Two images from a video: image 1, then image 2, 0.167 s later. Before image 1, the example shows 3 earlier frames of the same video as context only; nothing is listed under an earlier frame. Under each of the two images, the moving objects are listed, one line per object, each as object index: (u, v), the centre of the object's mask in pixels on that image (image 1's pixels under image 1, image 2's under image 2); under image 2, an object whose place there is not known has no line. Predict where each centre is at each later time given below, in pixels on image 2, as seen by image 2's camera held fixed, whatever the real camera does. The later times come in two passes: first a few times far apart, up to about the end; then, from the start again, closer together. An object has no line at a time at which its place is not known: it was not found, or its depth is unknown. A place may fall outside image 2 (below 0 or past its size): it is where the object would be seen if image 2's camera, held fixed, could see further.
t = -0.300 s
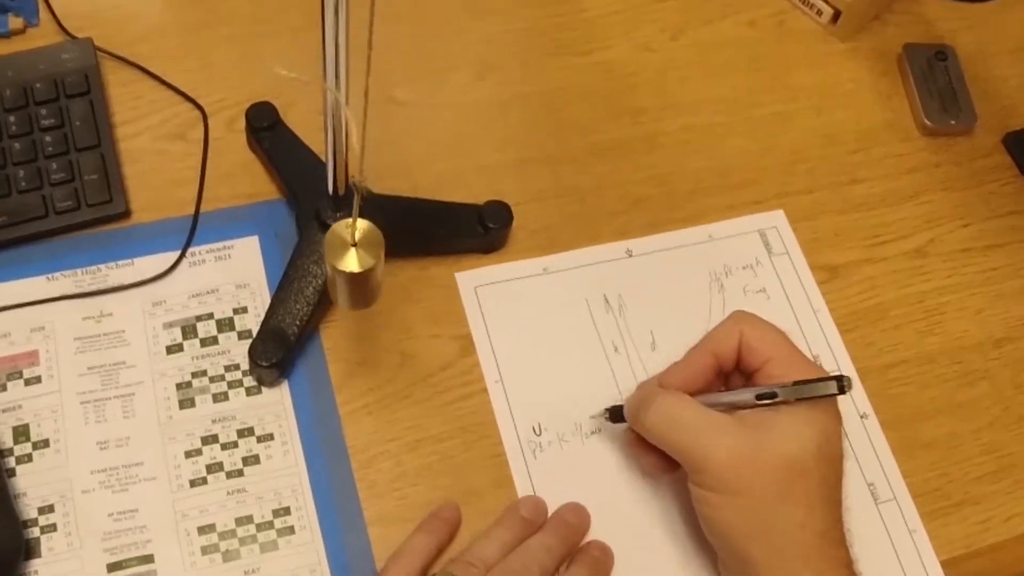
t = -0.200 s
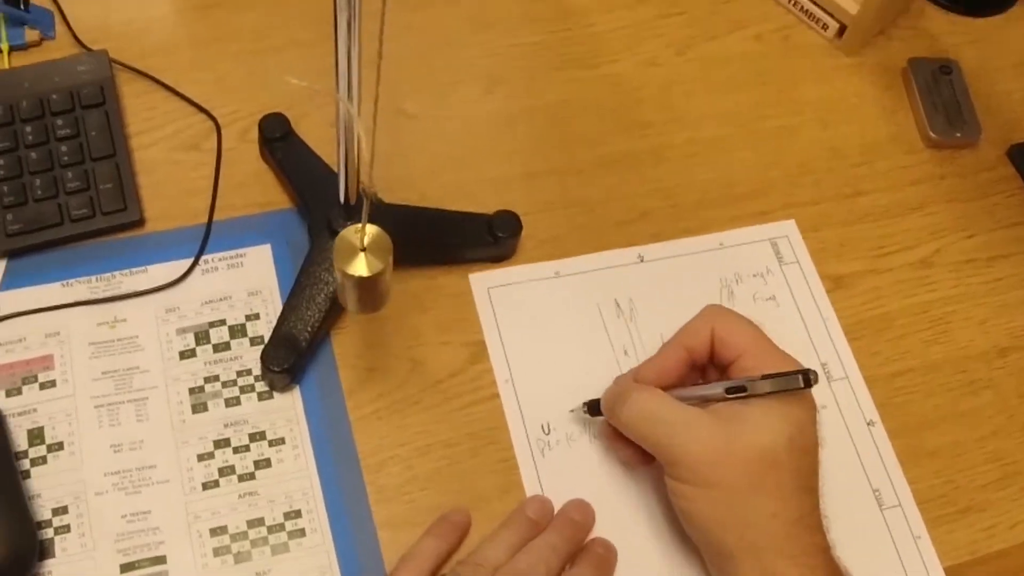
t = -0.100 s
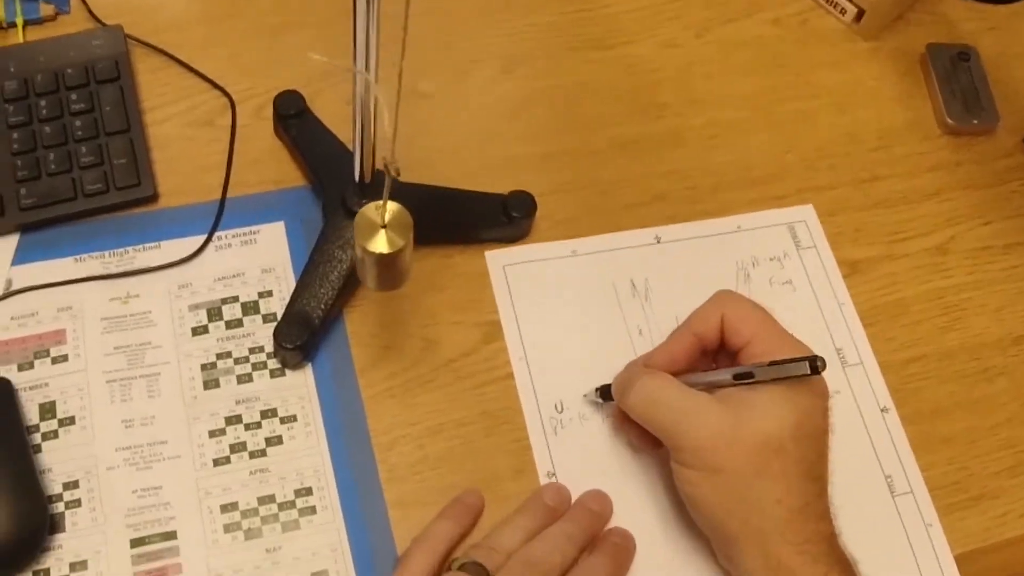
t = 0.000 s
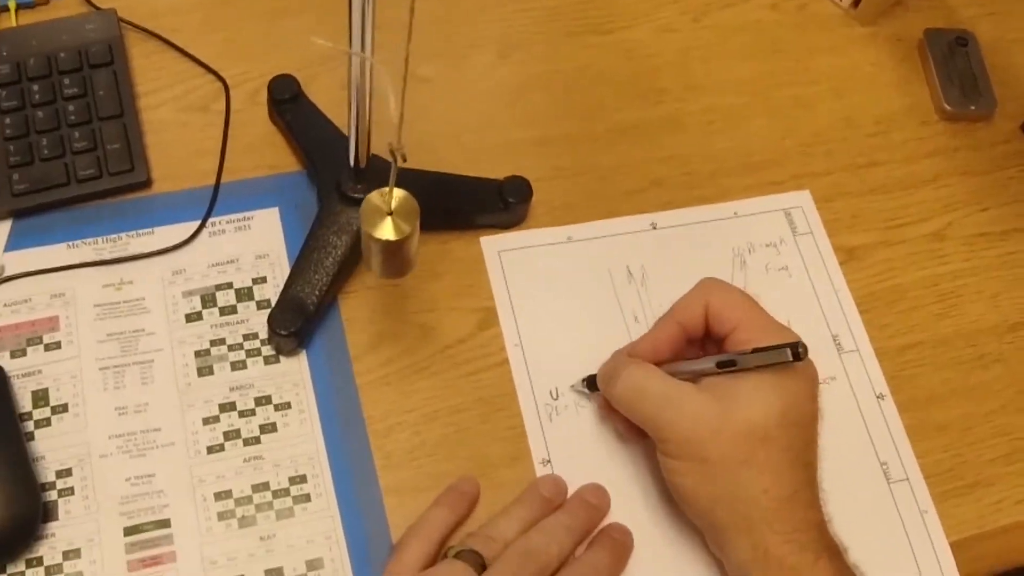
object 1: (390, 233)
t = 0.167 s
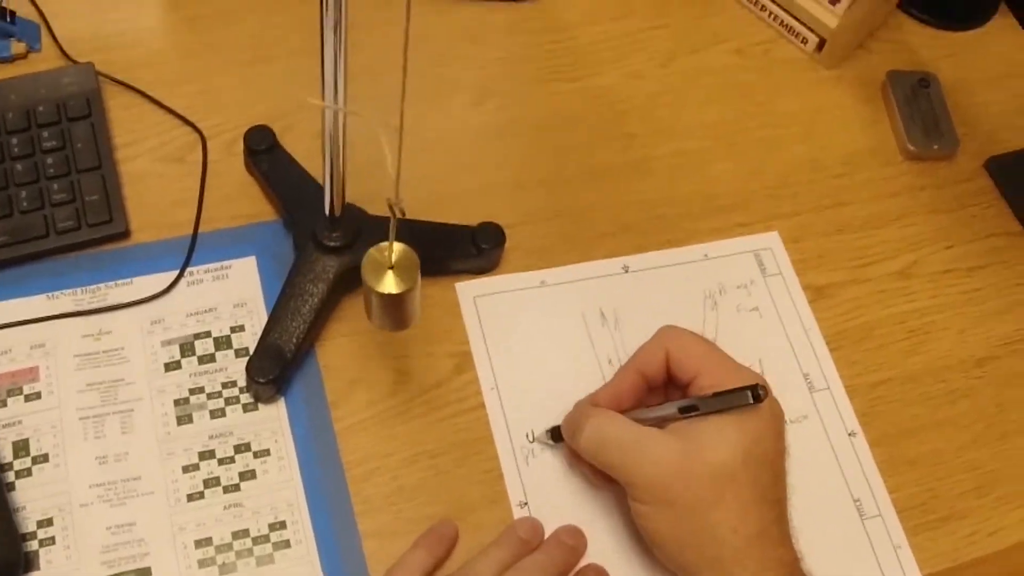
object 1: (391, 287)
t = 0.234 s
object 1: (402, 290)
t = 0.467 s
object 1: (424, 296)
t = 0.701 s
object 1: (406, 296)
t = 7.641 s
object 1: (409, 299)
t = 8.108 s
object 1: (351, 283)
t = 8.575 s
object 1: (399, 290)
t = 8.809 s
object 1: (421, 298)
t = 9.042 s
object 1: (407, 299)
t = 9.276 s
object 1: (370, 291)
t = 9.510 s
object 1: (351, 282)
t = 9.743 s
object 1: (366, 282)
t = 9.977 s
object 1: (401, 290)
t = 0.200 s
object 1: (397, 289)
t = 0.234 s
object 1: (402, 290)
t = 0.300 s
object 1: (412, 292)
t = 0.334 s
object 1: (416, 293)
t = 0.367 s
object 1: (419, 294)
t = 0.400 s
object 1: (420, 294)
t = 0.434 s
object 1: (422, 295)
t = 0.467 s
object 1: (424, 296)
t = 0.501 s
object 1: (424, 297)
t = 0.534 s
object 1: (423, 298)
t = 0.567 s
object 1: (420, 298)
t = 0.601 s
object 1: (418, 298)
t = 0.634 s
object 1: (415, 297)
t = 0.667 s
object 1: (411, 297)
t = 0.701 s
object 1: (406, 296)
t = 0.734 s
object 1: (401, 295)
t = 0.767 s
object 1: (396, 294)
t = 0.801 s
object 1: (390, 293)
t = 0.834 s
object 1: (384, 292)
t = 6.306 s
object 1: (400, 298)
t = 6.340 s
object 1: (395, 297)
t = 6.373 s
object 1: (390, 296)
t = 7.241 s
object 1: (407, 292)
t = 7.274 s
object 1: (412, 294)
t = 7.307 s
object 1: (415, 294)
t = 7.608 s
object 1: (413, 299)
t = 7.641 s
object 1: (409, 299)
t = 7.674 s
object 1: (404, 298)
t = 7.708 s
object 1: (399, 297)
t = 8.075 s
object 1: (352, 283)
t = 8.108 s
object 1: (351, 283)
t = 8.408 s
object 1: (373, 284)
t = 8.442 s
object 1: (379, 286)
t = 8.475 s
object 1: (384, 287)
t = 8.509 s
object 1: (389, 287)
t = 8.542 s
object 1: (394, 289)
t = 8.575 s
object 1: (399, 290)
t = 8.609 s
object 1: (404, 292)
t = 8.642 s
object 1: (408, 292)
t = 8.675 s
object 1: (413, 294)
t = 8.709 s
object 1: (416, 295)
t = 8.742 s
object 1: (419, 296)
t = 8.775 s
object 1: (420, 297)
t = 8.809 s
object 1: (421, 298)
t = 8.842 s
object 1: (422, 299)
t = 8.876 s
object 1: (422, 300)
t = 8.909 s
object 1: (420, 300)
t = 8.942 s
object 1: (418, 300)
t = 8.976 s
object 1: (414, 300)
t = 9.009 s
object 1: (411, 300)
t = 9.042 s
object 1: (407, 299)
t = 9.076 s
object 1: (403, 299)
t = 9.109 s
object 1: (397, 298)
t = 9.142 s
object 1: (392, 297)
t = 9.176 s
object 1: (387, 295)
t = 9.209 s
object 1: (381, 294)
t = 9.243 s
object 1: (375, 293)
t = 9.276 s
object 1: (370, 291)
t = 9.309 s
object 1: (366, 290)
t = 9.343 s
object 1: (362, 288)
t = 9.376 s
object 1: (359, 287)
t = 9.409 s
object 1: (356, 285)
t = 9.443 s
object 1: (353, 284)
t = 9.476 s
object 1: (352, 283)
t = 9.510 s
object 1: (351, 282)
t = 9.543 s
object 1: (350, 281)
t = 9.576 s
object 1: (351, 280)
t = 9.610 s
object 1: (352, 280)
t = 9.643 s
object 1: (354, 280)
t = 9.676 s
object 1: (358, 280)
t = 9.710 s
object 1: (361, 281)
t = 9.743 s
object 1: (366, 282)
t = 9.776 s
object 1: (370, 282)
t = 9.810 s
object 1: (374, 283)
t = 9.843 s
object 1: (379, 284)
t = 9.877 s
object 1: (385, 286)
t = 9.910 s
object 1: (391, 287)
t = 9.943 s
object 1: (396, 288)
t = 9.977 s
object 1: (401, 290)
